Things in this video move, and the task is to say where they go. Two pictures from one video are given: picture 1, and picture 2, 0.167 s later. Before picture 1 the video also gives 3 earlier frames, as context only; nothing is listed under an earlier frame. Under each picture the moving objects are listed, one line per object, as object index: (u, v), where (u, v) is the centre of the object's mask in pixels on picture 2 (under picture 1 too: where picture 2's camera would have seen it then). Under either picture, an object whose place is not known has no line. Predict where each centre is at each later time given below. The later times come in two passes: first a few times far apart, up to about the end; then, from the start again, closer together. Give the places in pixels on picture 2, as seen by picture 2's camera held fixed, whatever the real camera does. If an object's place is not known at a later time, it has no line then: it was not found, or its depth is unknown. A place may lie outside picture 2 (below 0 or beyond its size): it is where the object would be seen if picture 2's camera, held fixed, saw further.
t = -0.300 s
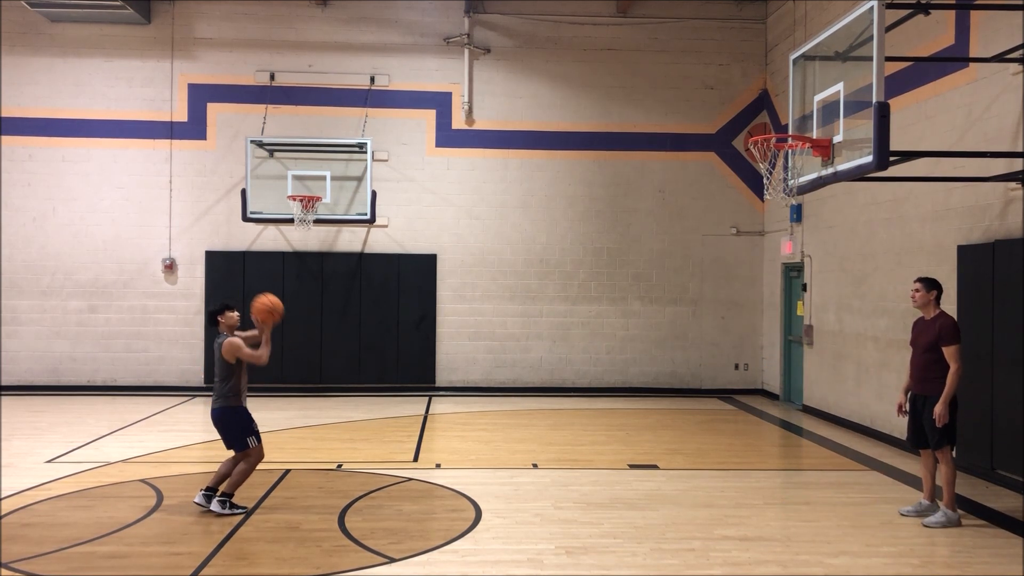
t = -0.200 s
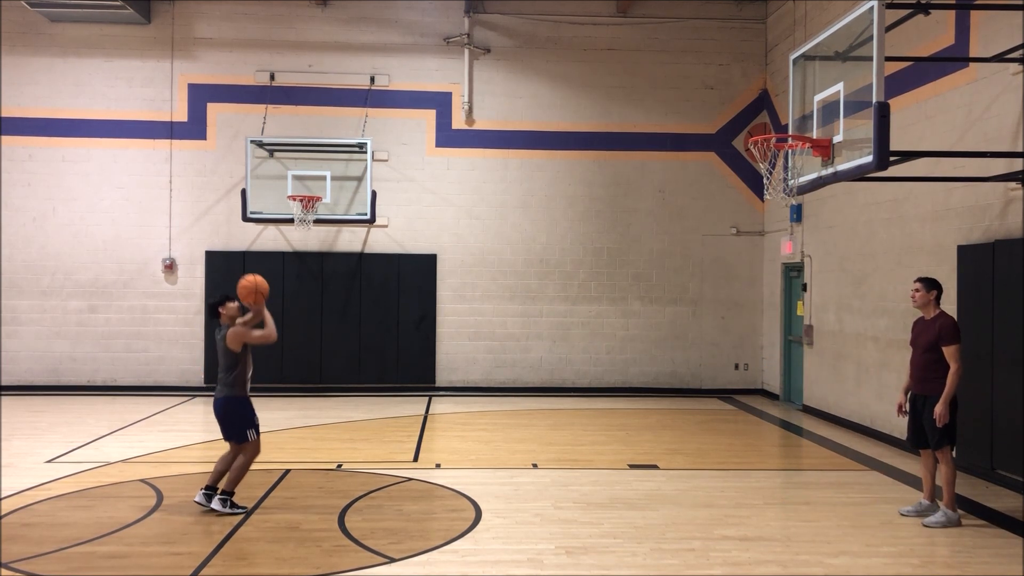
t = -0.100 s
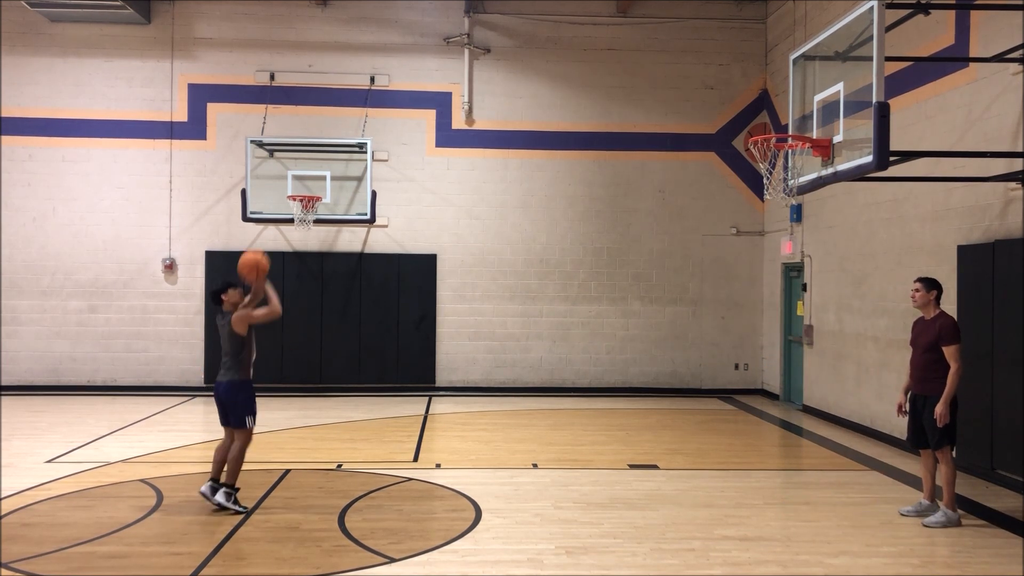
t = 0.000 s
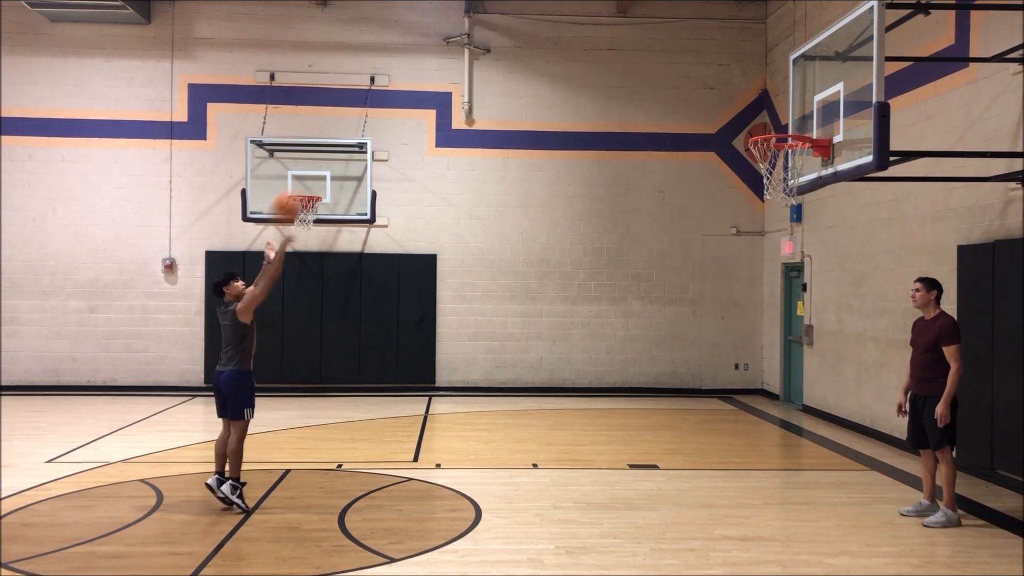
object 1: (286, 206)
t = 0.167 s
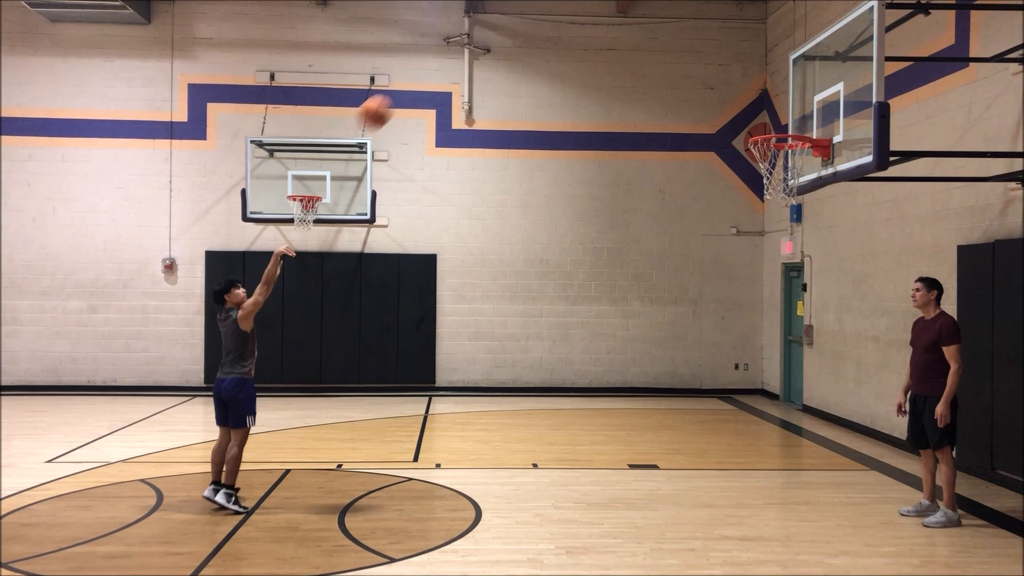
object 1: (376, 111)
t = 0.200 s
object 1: (392, 97)
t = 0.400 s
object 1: (493, 38)
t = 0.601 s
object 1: (591, 26)
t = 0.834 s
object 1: (702, 73)
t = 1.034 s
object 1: (794, 159)
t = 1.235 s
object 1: (792, 207)
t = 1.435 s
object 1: (766, 295)
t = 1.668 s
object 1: (738, 461)
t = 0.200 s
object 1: (392, 97)
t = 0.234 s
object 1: (409, 84)
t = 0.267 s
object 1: (426, 72)
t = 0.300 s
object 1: (442, 62)
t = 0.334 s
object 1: (459, 52)
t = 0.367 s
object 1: (477, 44)
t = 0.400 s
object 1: (493, 38)
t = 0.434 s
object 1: (509, 33)
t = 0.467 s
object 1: (526, 29)
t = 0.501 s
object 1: (541, 27)
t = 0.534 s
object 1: (558, 25)
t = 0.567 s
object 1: (574, 25)
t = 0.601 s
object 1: (591, 26)
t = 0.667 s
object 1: (623, 33)
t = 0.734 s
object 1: (655, 45)
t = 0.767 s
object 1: (671, 53)
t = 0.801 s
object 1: (687, 62)
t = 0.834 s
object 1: (702, 73)
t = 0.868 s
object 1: (717, 85)
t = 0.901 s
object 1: (732, 97)
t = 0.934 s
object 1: (748, 112)
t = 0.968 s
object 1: (763, 124)
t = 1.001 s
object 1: (779, 148)
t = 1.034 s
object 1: (794, 159)
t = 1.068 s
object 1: (804, 171)
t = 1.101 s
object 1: (808, 175)
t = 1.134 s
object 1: (803, 182)
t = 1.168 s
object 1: (799, 189)
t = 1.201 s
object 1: (796, 198)
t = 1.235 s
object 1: (792, 207)
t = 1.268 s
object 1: (788, 218)
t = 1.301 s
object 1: (783, 231)
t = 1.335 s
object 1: (779, 245)
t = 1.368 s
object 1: (774, 260)
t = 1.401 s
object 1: (770, 277)
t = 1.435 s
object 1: (766, 295)
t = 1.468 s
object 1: (762, 314)
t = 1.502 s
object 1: (758, 336)
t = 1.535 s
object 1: (754, 358)
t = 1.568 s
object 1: (749, 379)
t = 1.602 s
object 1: (745, 406)
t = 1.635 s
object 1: (741, 432)
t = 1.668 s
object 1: (738, 461)
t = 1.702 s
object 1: (733, 492)
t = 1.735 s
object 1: (729, 495)
